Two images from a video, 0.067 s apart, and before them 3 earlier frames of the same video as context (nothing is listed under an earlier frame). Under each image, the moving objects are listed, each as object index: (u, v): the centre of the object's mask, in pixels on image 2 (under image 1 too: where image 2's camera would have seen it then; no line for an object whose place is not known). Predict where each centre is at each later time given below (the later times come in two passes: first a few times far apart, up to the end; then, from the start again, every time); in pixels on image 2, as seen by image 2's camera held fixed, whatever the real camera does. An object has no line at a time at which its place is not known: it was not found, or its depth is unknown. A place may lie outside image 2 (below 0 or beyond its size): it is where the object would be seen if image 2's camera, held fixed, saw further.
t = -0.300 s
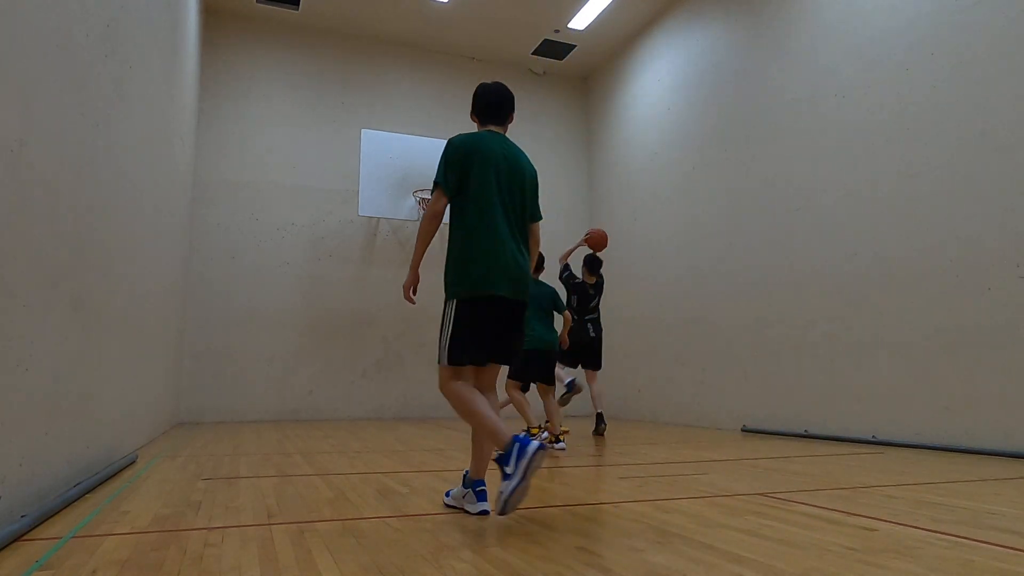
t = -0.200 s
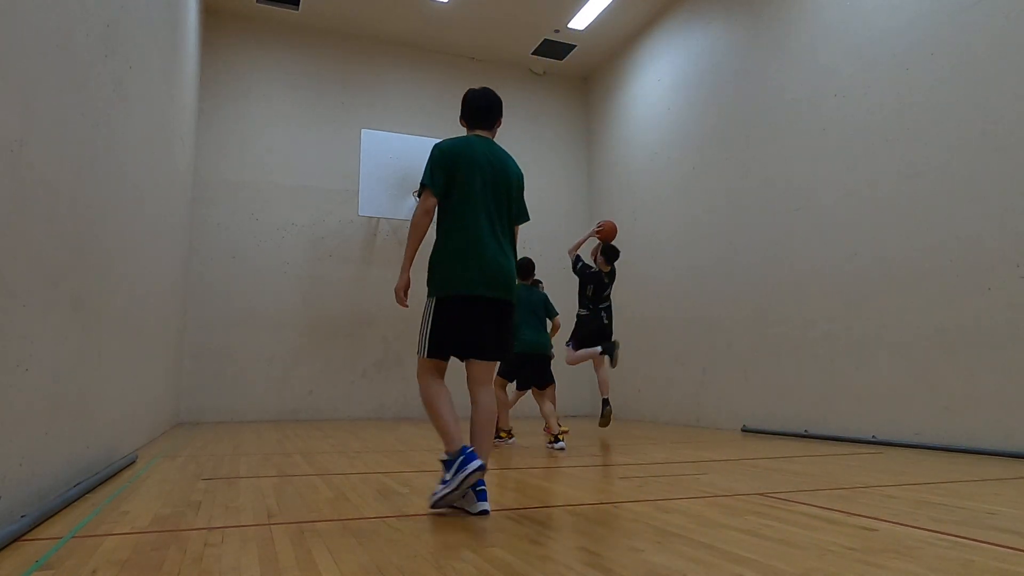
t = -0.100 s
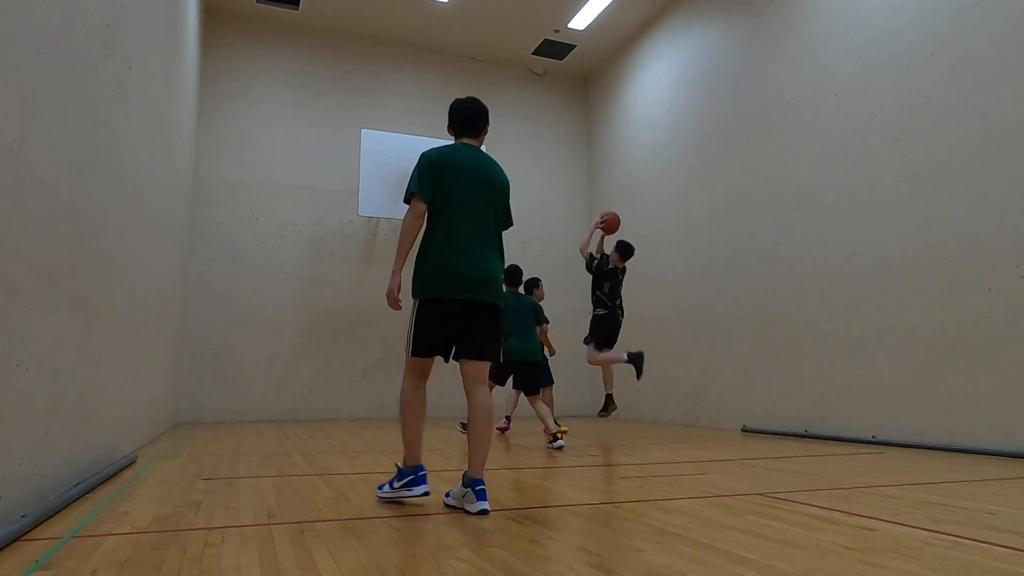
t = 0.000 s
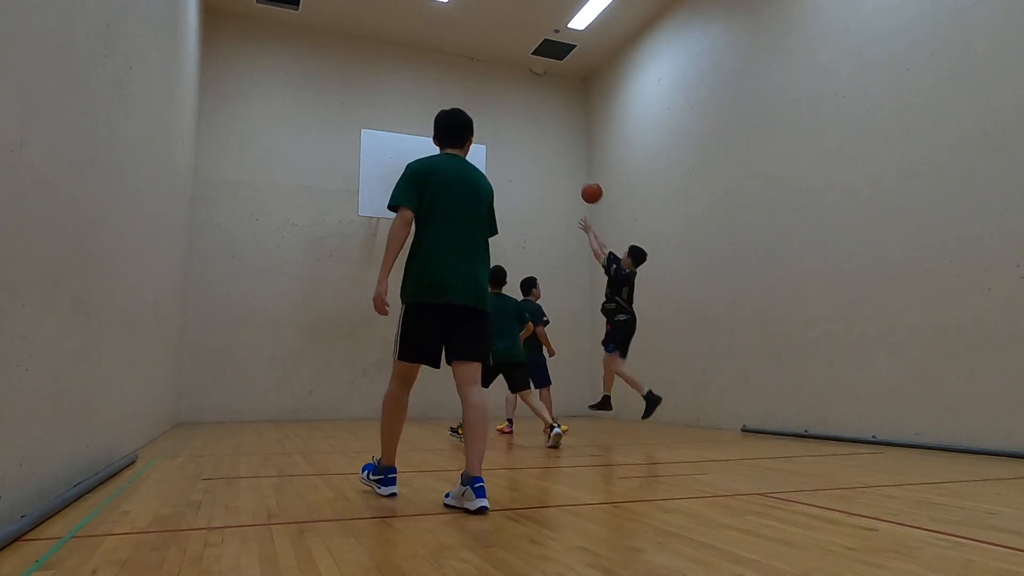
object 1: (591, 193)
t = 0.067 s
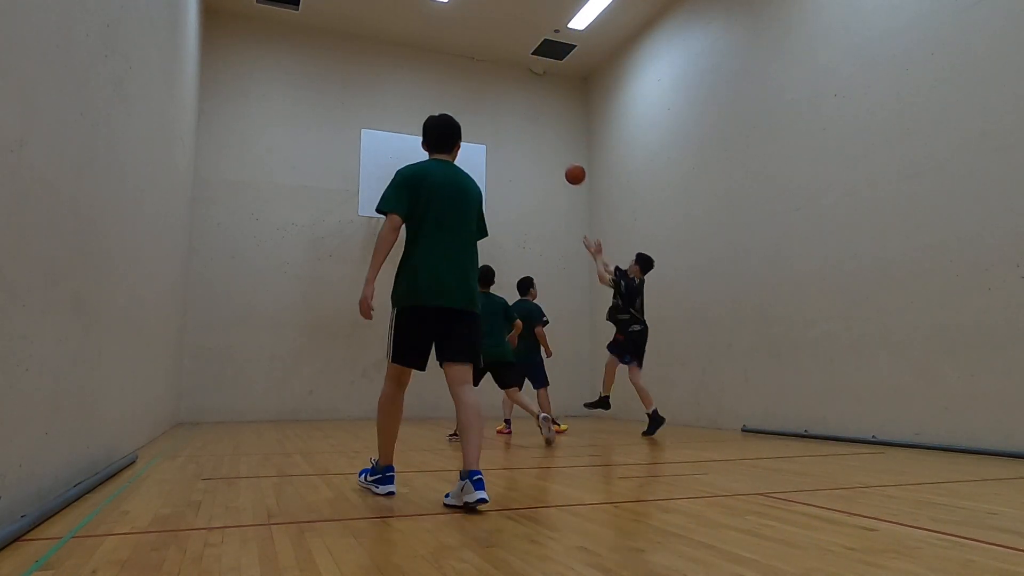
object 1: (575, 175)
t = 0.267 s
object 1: (531, 146)
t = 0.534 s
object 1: (480, 156)
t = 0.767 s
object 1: (455, 186)
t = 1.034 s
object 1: (480, 185)
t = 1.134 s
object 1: (491, 192)
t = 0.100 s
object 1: (567, 167)
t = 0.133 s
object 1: (559, 161)
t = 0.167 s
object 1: (552, 156)
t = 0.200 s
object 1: (545, 151)
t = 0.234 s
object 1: (538, 148)
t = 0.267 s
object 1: (531, 146)
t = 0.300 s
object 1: (524, 144)
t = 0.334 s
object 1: (517, 143)
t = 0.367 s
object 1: (511, 144)
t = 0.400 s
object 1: (504, 145)
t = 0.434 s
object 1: (498, 147)
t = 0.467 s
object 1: (492, 149)
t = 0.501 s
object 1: (486, 152)
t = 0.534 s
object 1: (480, 156)
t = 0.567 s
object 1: (475, 161)
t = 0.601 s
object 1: (469, 167)
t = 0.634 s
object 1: (463, 173)
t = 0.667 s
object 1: (457, 179)
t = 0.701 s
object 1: (452, 187)
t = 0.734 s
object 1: (452, 188)
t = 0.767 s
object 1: (455, 186)
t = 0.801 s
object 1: (457, 185)
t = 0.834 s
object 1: (459, 184)
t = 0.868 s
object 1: (462, 185)
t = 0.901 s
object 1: (464, 185)
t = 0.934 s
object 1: (468, 184)
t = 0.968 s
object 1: (472, 183)
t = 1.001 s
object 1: (476, 183)
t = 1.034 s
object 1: (480, 185)
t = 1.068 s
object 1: (484, 186)
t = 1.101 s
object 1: (487, 189)
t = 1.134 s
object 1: (491, 192)
